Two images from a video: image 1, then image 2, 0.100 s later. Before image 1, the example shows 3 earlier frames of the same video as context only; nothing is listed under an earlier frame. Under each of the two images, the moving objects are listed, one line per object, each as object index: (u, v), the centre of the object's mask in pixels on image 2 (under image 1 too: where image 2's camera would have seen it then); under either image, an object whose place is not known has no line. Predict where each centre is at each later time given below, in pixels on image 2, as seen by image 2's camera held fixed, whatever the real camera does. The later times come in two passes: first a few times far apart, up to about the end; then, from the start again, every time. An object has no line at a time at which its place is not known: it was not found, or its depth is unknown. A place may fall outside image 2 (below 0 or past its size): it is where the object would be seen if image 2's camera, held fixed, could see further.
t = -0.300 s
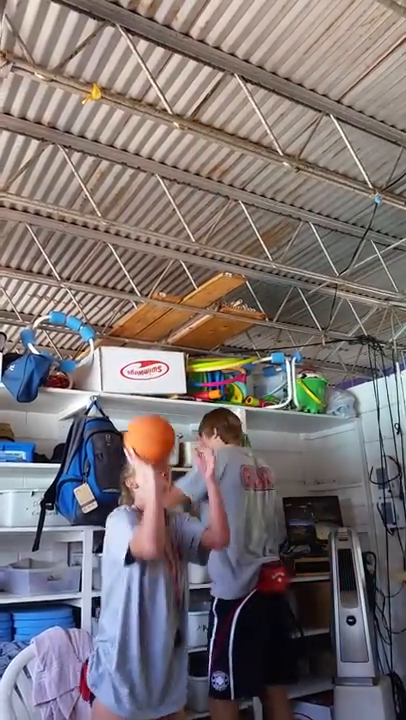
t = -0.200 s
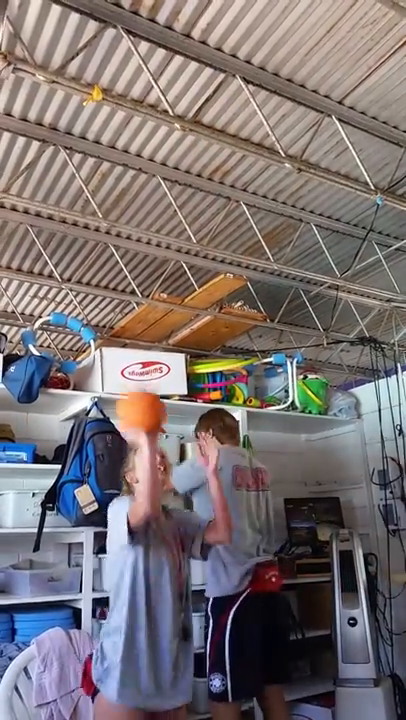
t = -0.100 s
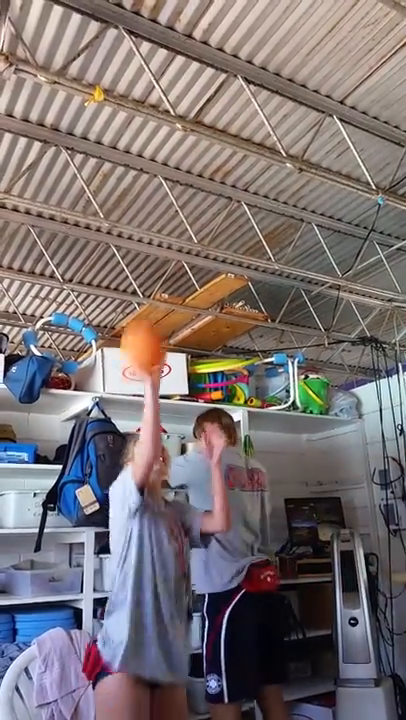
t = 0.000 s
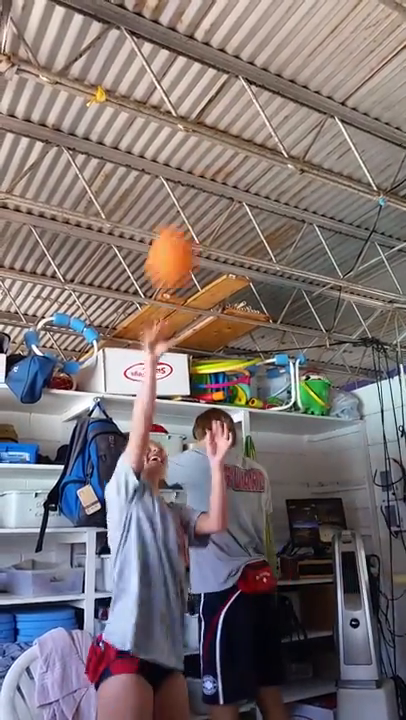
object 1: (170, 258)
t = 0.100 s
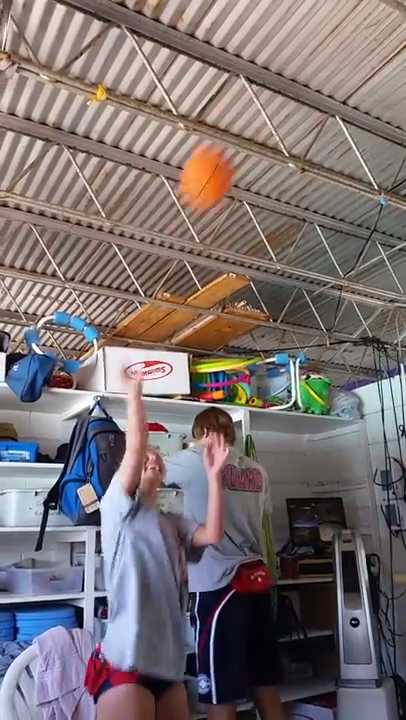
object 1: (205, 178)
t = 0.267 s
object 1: (240, 108)
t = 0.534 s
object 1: (250, 155)
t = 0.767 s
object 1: (278, 473)
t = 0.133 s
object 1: (216, 163)
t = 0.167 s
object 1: (232, 134)
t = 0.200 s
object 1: (242, 115)
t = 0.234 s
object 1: (241, 110)
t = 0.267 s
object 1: (240, 108)
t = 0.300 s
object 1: (242, 103)
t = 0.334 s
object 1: (242, 101)
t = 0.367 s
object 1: (242, 101)
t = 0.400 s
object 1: (243, 103)
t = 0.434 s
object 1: (245, 109)
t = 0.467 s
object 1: (247, 120)
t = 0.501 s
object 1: (248, 133)
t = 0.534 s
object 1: (250, 155)
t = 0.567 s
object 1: (253, 176)
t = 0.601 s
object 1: (256, 207)
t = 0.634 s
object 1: (258, 241)
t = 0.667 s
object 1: (261, 283)
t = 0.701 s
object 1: (265, 333)
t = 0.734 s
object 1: (270, 398)
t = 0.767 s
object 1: (278, 473)
